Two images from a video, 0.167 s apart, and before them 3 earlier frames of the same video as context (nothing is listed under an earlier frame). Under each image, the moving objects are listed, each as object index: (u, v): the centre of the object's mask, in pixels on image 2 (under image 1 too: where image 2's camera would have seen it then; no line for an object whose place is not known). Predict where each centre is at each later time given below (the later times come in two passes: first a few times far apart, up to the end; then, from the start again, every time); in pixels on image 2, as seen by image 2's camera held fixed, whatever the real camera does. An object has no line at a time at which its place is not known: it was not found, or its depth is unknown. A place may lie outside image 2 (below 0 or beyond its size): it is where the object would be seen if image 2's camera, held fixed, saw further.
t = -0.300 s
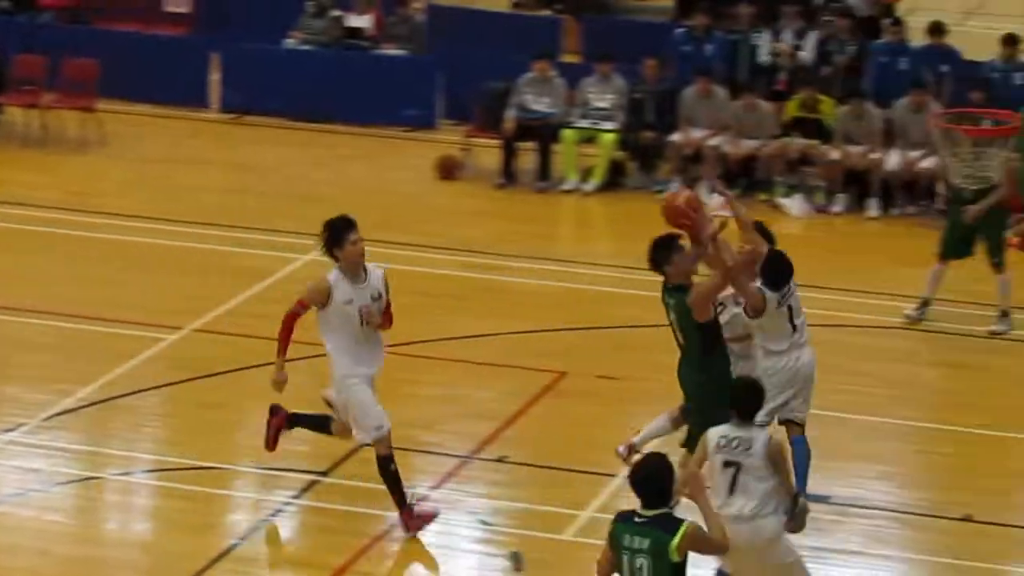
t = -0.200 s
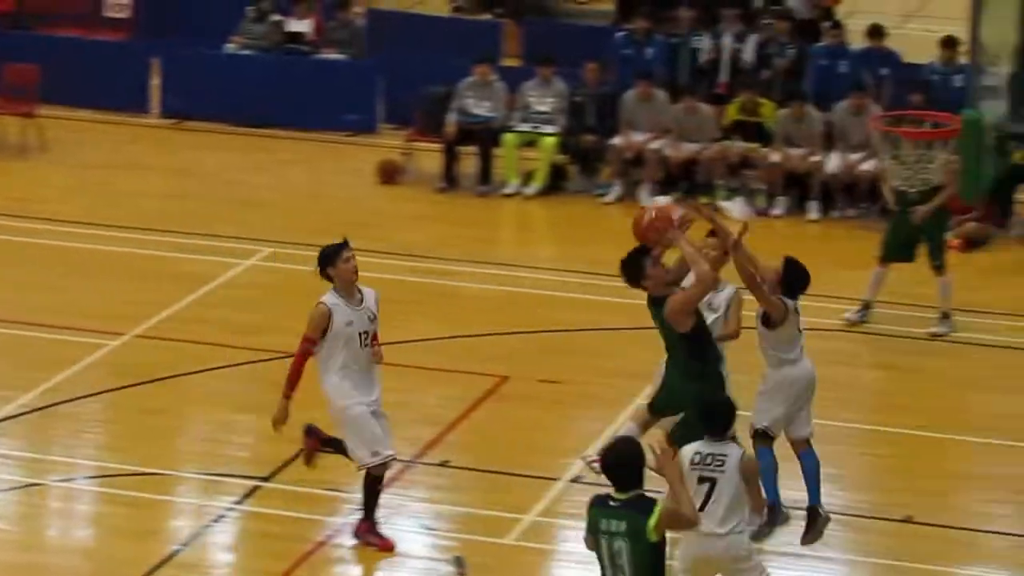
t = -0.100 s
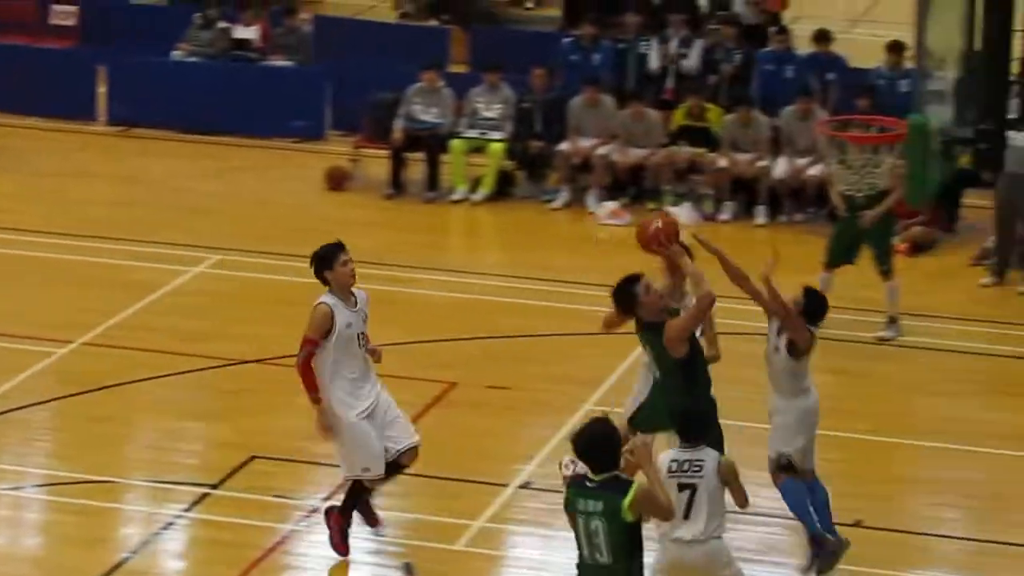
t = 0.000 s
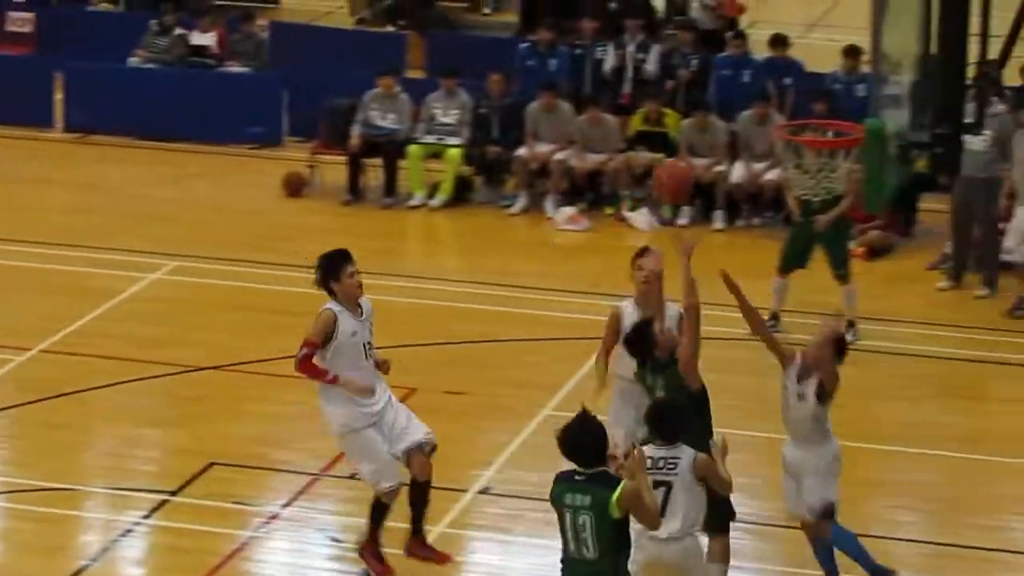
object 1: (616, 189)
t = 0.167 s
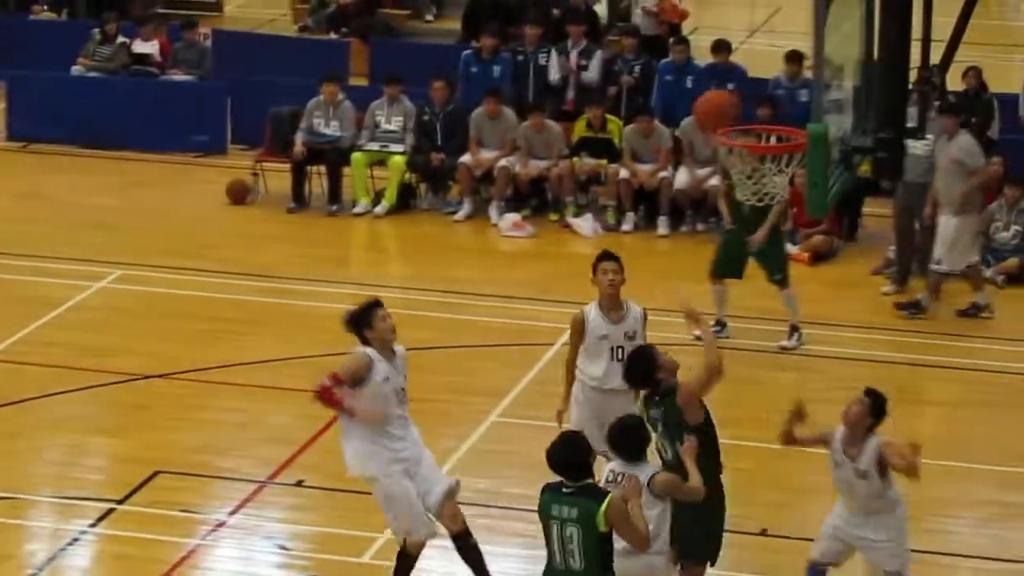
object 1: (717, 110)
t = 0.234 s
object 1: (755, 100)
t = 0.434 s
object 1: (774, 99)
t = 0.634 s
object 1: (708, 109)
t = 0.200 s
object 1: (737, 102)
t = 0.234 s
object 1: (755, 100)
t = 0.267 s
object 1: (777, 88)
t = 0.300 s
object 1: (794, 86)
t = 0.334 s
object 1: (805, 83)
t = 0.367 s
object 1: (802, 85)
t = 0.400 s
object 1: (792, 91)
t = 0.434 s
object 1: (774, 99)
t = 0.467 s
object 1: (759, 106)
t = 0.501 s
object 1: (747, 108)
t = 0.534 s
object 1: (735, 104)
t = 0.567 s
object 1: (727, 105)
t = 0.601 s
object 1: (718, 107)
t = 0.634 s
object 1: (708, 109)
